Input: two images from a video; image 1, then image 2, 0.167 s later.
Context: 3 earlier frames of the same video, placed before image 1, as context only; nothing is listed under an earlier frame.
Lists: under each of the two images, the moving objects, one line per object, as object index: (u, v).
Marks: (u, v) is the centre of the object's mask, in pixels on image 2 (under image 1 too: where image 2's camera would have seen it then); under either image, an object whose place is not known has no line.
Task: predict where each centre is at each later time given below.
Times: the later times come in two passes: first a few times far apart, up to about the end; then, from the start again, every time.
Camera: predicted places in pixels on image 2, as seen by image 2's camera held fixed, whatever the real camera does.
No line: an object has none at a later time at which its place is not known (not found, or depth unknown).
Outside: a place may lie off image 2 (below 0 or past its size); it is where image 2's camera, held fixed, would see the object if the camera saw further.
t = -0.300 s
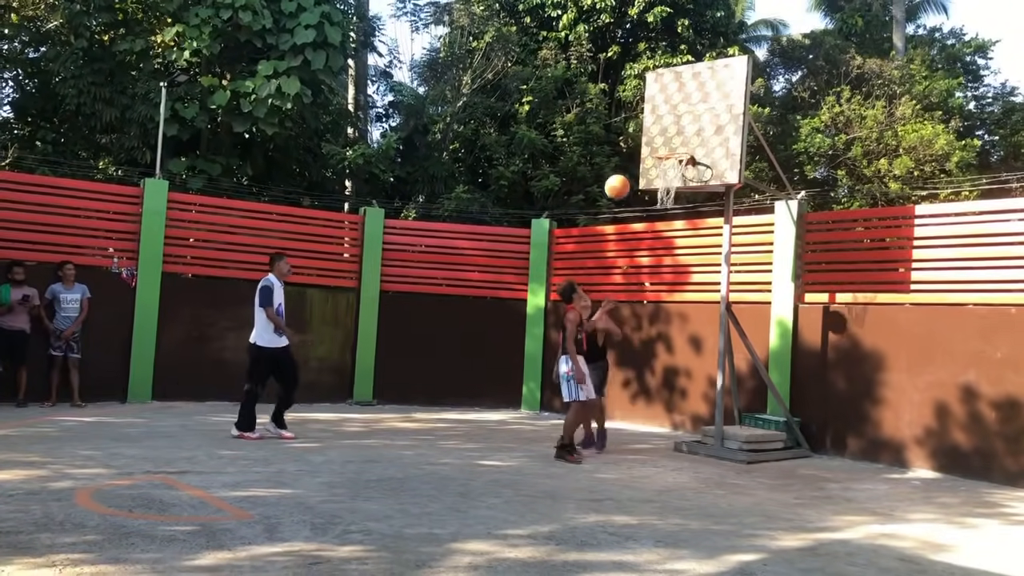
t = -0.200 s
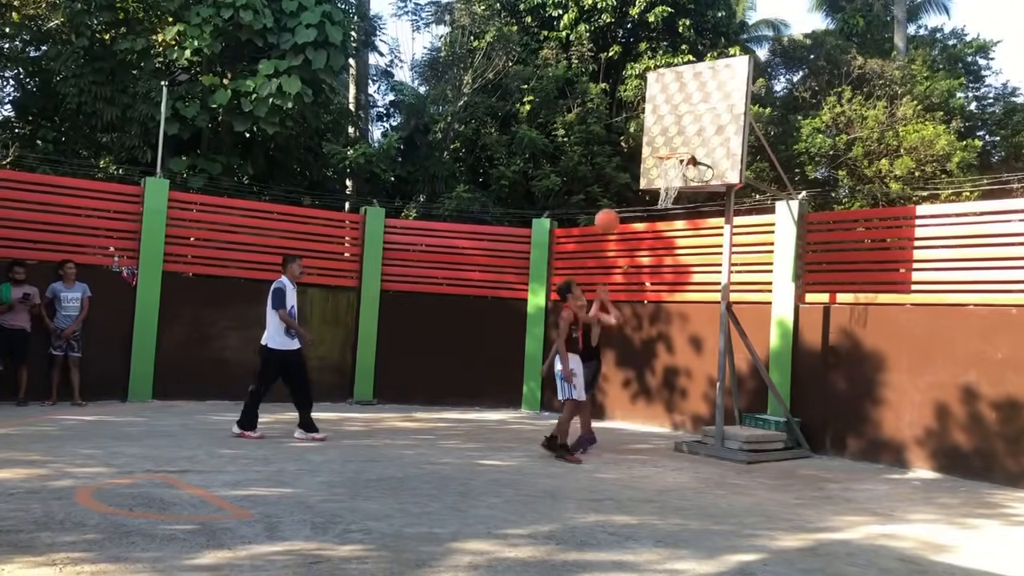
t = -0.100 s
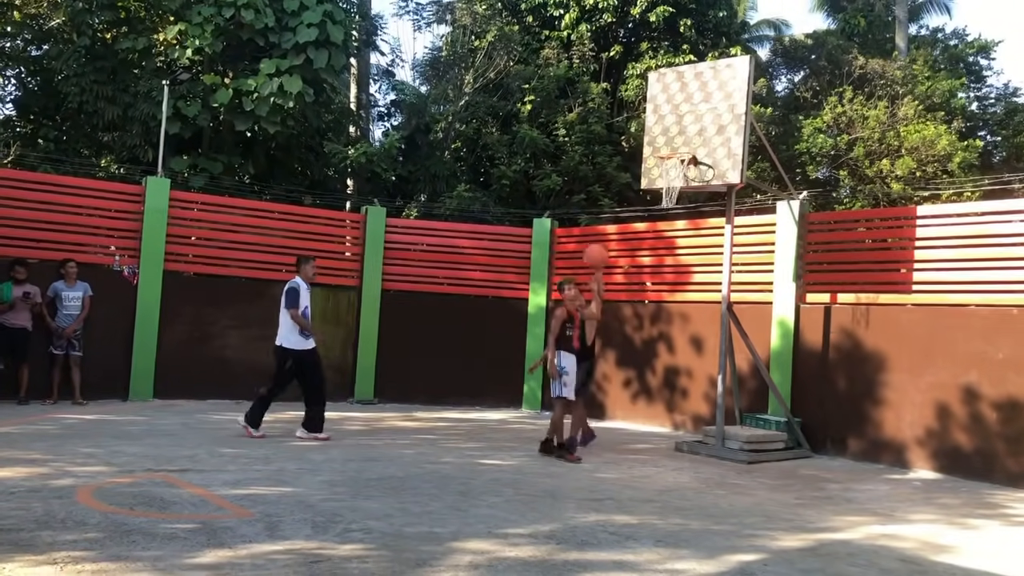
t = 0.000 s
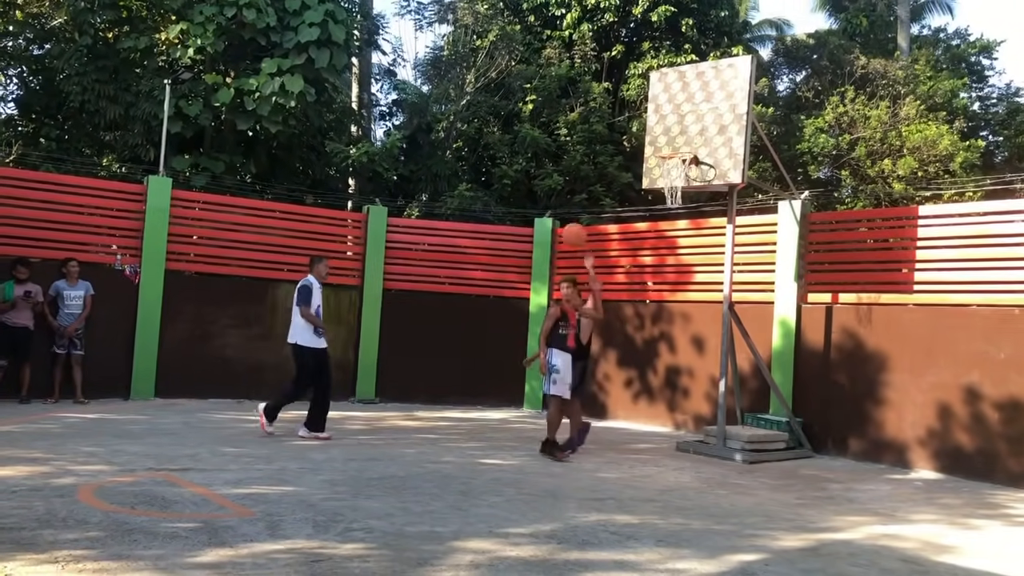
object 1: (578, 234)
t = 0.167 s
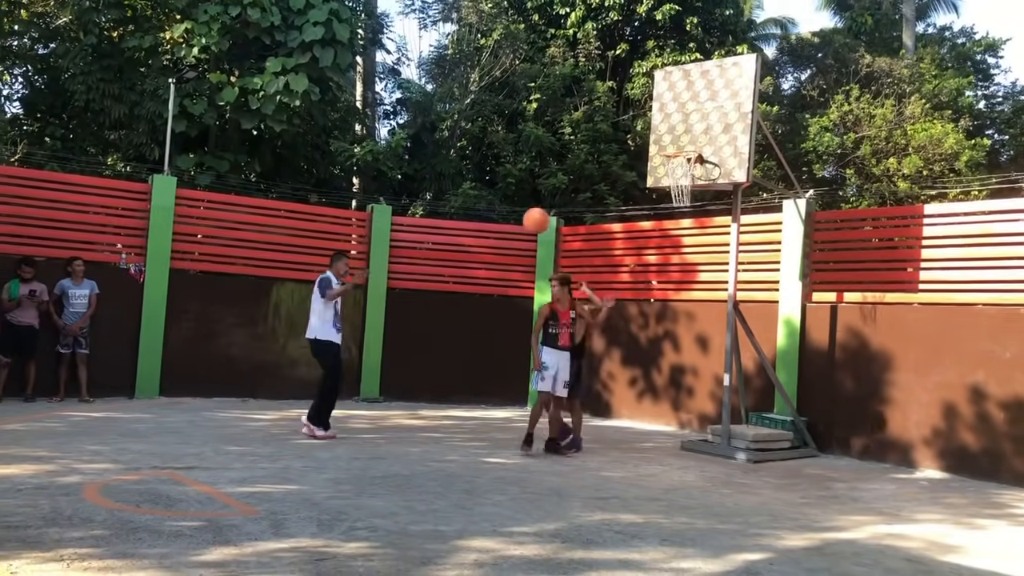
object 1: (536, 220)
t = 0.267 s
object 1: (508, 226)
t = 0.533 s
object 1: (420, 302)
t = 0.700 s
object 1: (352, 406)
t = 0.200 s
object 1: (527, 221)
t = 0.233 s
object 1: (518, 223)
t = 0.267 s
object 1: (508, 226)
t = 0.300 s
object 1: (498, 230)
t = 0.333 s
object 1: (488, 235)
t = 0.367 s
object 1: (477, 244)
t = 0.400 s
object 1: (466, 251)
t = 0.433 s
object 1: (455, 262)
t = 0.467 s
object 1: (444, 272)
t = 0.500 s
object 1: (432, 288)
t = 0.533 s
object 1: (420, 302)
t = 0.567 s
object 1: (407, 319)
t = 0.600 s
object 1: (394, 338)
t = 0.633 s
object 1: (381, 358)
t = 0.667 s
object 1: (367, 381)
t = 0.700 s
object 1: (352, 406)
